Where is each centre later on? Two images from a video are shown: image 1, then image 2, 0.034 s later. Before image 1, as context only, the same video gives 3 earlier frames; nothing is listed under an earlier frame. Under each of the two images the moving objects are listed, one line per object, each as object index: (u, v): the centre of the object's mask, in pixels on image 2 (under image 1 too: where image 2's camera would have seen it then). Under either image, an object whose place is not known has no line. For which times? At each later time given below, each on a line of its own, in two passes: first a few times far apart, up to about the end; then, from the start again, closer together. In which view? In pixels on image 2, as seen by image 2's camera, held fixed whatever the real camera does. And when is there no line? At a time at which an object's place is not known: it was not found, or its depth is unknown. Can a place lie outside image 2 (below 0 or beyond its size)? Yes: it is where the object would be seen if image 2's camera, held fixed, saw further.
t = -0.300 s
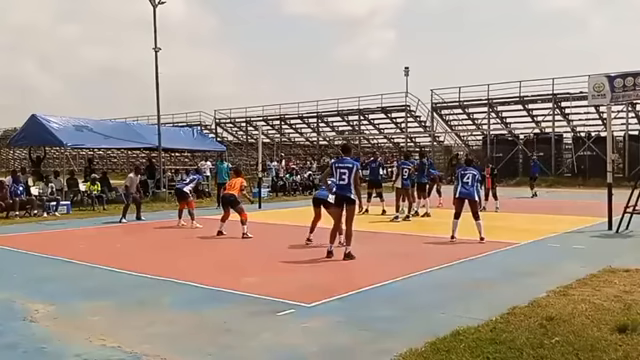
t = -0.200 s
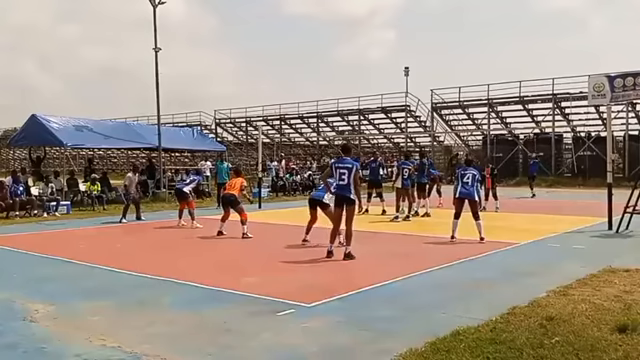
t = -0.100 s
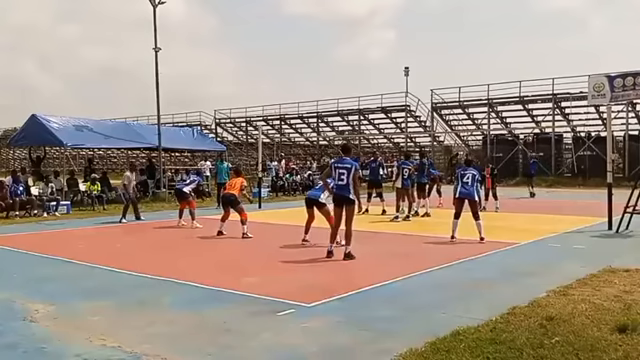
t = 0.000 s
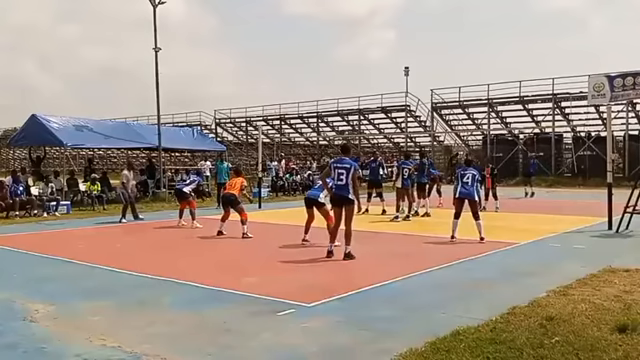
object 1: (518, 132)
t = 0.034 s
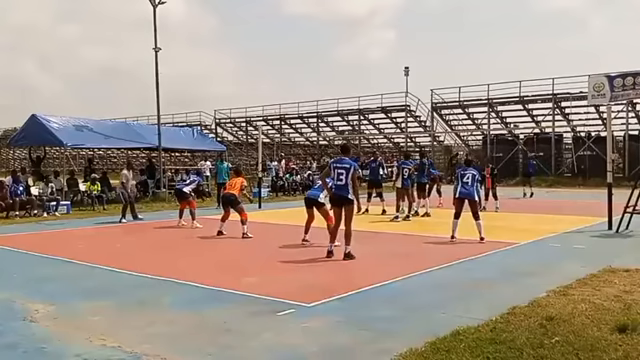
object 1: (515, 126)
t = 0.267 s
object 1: (476, 88)
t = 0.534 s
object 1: (417, 55)
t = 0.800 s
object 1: (339, 41)
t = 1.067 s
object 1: (233, 59)
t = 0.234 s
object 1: (482, 93)
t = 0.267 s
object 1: (476, 88)
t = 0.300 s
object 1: (469, 83)
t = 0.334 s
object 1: (463, 79)
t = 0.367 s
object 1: (456, 75)
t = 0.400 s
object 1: (449, 70)
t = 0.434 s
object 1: (441, 66)
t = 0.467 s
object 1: (433, 62)
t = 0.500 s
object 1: (425, 59)
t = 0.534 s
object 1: (417, 55)
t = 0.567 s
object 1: (408, 52)
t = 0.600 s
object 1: (400, 50)
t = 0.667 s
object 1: (381, 45)
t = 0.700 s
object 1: (371, 43)
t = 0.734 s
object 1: (361, 42)
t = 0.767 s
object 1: (350, 41)
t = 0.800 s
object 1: (339, 41)
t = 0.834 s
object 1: (328, 40)
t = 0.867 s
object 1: (315, 41)
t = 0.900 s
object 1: (303, 43)
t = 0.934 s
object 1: (290, 45)
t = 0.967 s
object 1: (277, 47)
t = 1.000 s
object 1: (263, 50)
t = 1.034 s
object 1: (249, 54)
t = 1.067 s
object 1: (233, 59)
